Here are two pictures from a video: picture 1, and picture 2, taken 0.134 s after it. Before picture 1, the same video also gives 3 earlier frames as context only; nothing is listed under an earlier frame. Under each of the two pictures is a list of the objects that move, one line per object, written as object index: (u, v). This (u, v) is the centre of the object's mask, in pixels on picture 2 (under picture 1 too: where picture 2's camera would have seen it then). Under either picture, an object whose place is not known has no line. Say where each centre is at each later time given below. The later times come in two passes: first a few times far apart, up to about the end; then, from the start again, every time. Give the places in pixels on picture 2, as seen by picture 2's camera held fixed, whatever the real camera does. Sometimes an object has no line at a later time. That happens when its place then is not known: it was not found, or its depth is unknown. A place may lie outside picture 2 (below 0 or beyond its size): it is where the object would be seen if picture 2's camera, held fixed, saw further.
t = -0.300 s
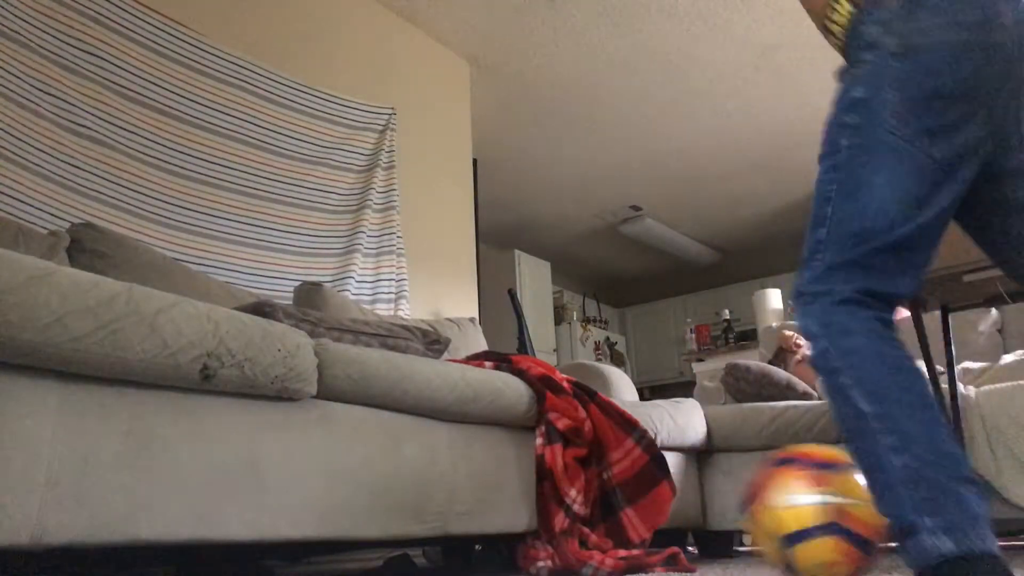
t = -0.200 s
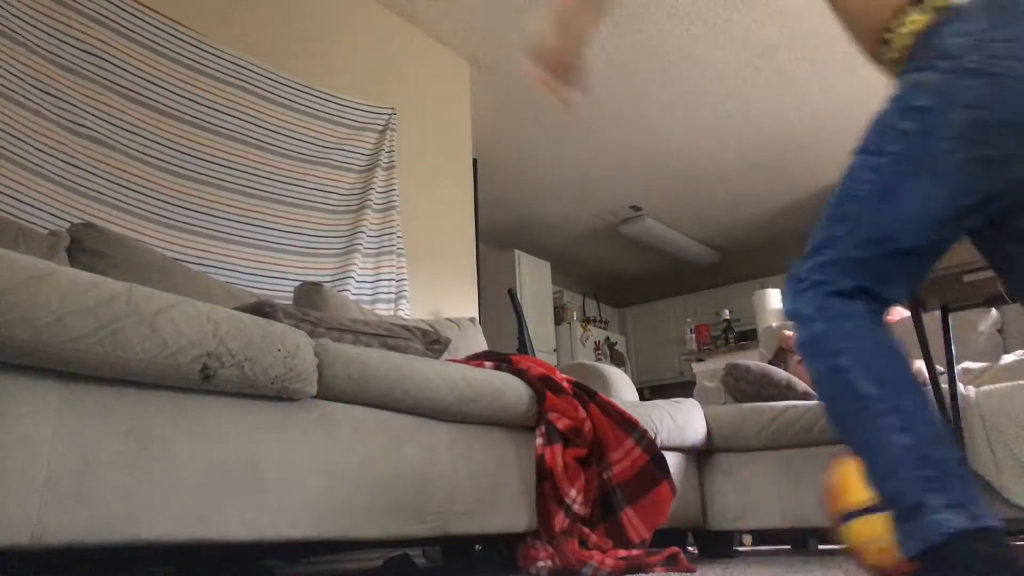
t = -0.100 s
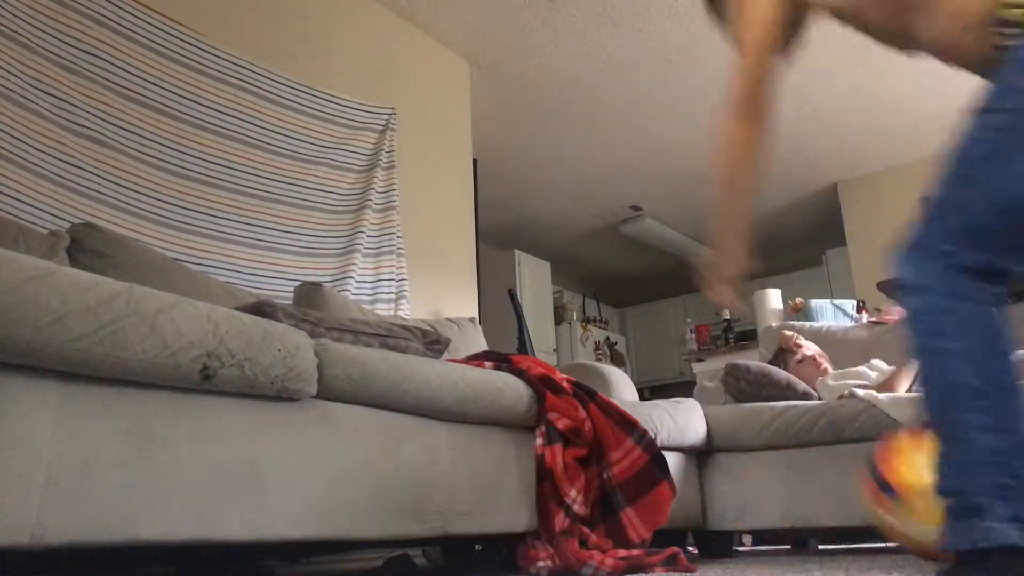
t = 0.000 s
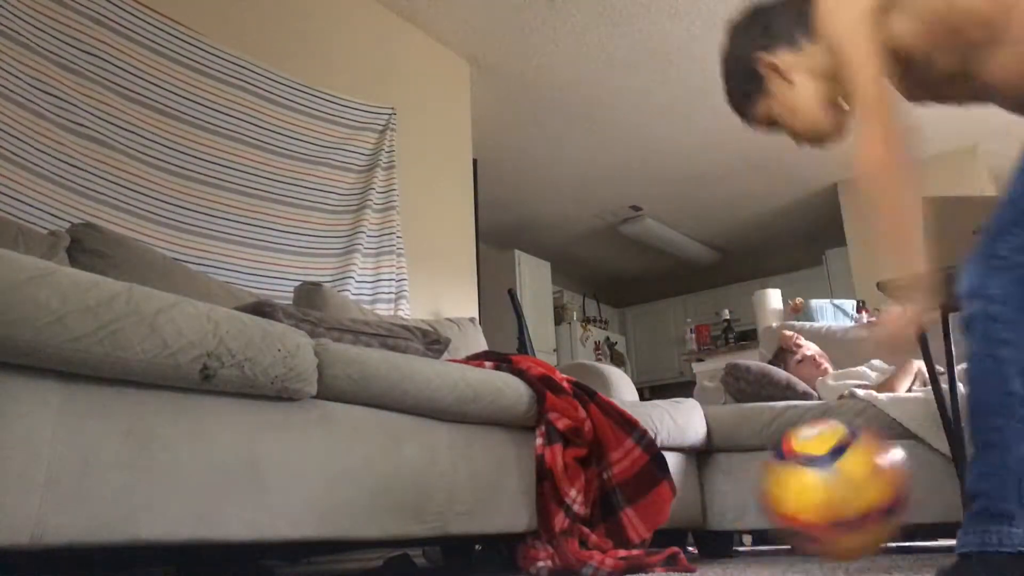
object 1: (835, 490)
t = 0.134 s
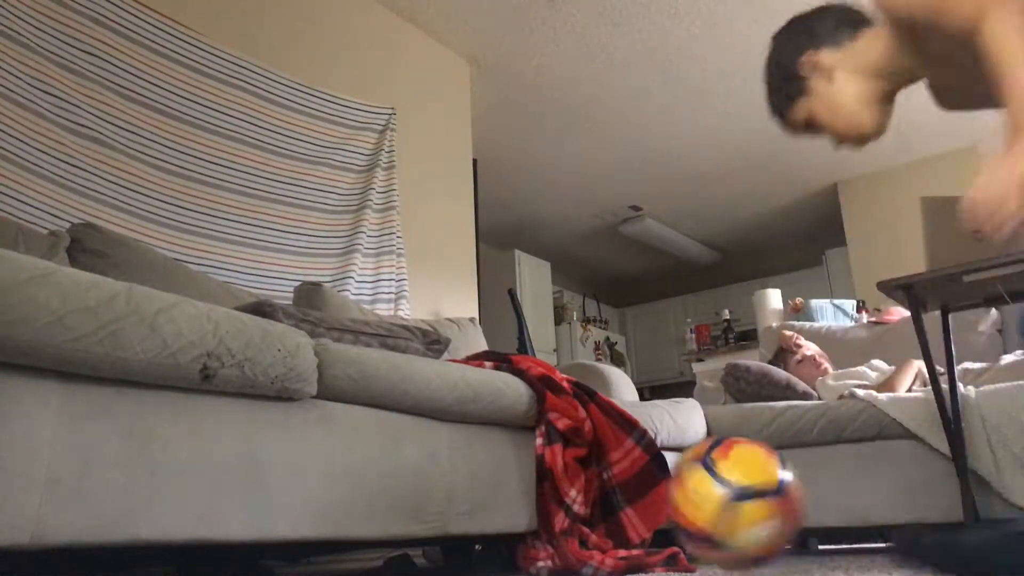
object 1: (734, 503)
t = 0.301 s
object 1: (674, 513)
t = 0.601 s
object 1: (686, 518)
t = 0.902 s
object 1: (703, 516)
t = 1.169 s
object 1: (704, 516)
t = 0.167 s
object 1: (717, 504)
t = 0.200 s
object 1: (701, 510)
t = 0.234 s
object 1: (686, 518)
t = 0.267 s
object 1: (679, 515)
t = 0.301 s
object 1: (674, 513)
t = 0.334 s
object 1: (668, 517)
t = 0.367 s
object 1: (667, 518)
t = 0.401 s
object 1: (668, 516)
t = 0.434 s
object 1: (670, 517)
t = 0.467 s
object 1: (674, 518)
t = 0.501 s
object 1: (677, 518)
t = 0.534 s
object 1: (680, 518)
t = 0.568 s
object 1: (684, 517)
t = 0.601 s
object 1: (686, 518)
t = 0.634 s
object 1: (688, 517)
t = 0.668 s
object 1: (691, 517)
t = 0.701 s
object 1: (693, 517)
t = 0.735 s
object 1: (695, 517)
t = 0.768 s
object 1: (697, 516)
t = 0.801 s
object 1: (699, 516)
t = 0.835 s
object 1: (700, 516)
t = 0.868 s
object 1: (702, 516)
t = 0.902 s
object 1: (703, 516)
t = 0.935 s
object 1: (703, 516)
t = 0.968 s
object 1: (704, 516)
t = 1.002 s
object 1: (704, 516)
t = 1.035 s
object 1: (704, 516)
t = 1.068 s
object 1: (704, 516)
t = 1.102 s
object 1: (704, 516)
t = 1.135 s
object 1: (704, 516)
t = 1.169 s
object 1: (704, 516)
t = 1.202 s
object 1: (703, 516)
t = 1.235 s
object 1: (702, 517)
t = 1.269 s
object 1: (702, 517)
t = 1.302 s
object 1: (701, 516)
